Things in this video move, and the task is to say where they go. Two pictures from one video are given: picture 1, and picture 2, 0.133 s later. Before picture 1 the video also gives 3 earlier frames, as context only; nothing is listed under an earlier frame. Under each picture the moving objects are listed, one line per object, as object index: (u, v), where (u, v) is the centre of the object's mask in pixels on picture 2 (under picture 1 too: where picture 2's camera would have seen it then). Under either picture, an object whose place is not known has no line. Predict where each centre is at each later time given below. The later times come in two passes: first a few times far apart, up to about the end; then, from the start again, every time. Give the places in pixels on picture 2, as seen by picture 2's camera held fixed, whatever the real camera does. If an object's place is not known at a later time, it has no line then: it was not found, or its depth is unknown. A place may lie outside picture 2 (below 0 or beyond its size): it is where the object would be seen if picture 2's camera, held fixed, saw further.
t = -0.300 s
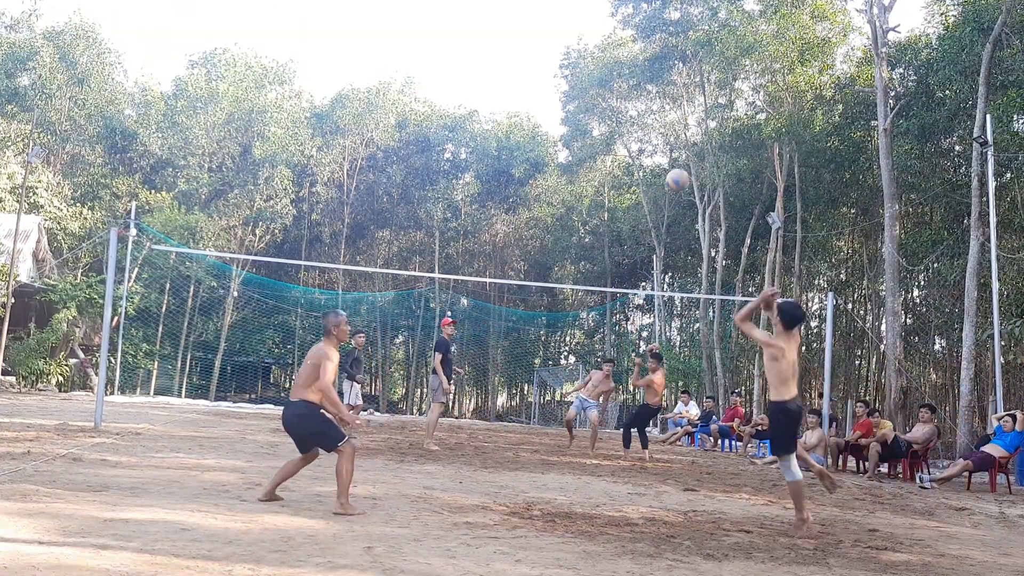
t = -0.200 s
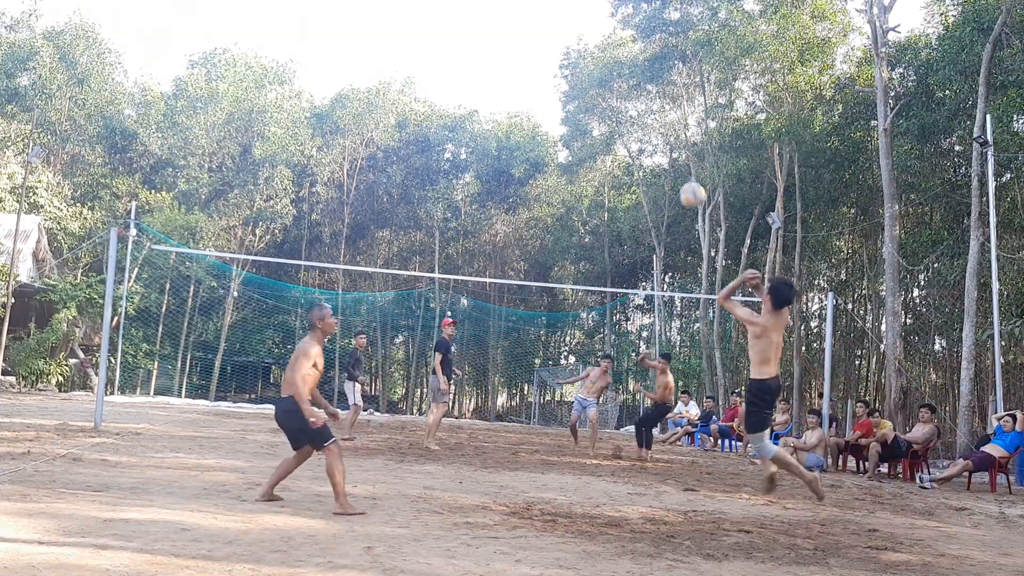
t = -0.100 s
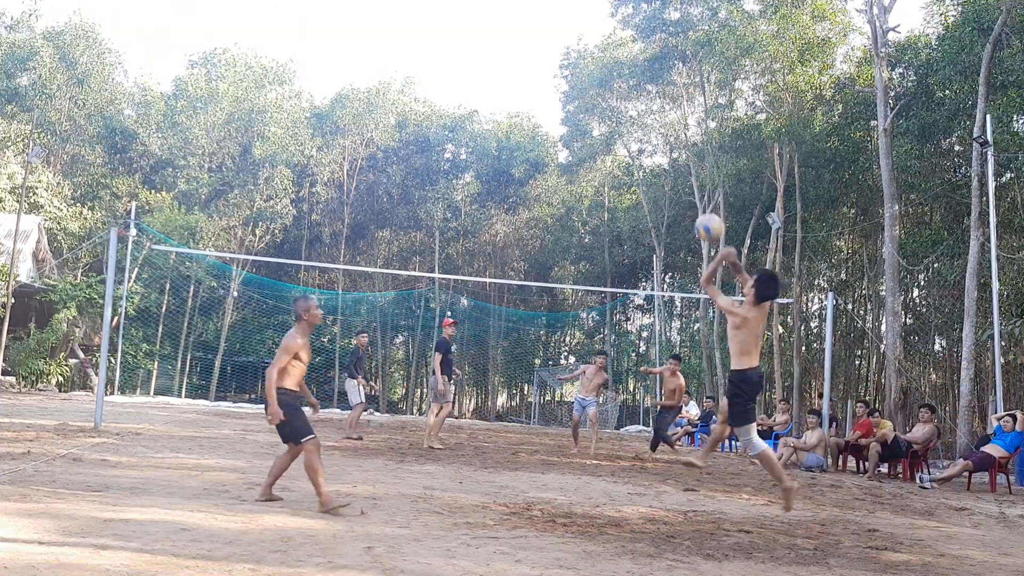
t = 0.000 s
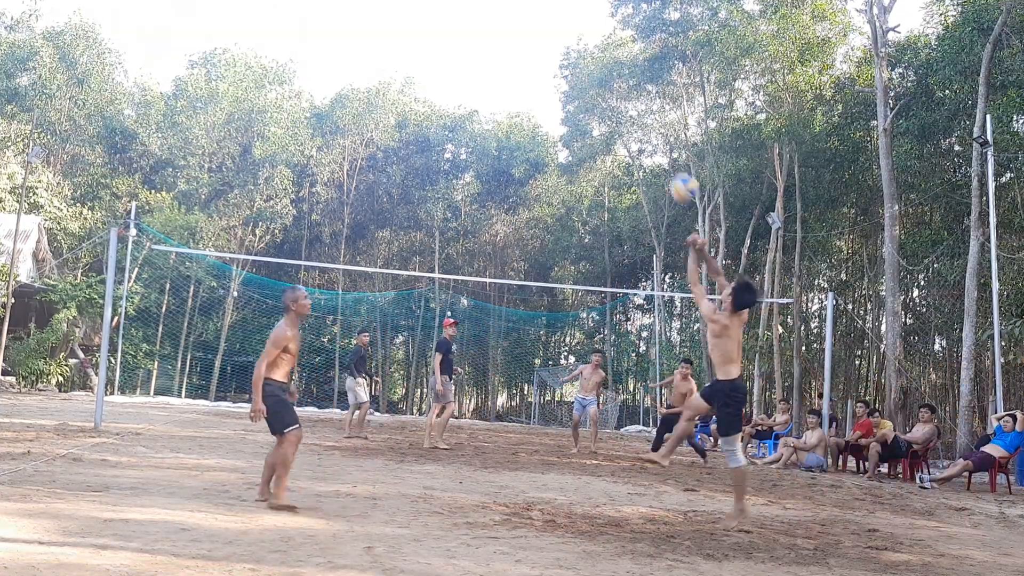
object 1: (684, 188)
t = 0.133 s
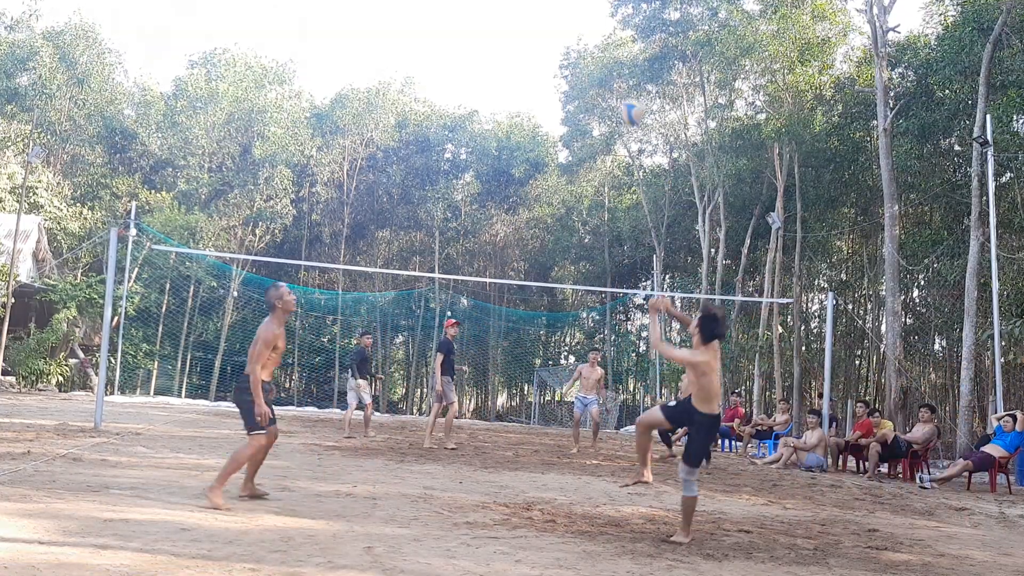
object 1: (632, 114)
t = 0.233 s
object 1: (596, 72)
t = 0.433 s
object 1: (530, 34)
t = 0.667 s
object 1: (463, 45)
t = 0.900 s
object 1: (400, 106)
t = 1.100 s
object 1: (349, 194)
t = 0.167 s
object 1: (619, 97)
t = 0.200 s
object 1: (609, 84)
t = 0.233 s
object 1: (596, 72)
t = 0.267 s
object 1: (585, 62)
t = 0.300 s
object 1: (574, 54)
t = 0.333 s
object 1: (563, 48)
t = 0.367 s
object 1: (552, 42)
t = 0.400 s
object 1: (541, 37)
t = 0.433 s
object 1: (530, 34)
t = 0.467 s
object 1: (520, 33)
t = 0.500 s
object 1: (510, 32)
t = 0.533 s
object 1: (501, 33)
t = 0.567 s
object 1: (491, 34)
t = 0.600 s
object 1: (481, 37)
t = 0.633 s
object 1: (472, 40)
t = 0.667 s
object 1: (463, 45)
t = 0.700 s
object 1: (453, 51)
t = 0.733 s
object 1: (444, 58)
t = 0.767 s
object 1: (435, 66)
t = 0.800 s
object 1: (425, 75)
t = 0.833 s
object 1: (417, 84)
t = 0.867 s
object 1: (409, 95)
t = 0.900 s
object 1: (400, 106)
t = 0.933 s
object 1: (392, 119)
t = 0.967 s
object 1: (384, 131)
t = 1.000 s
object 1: (374, 146)
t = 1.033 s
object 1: (366, 161)
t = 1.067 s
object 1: (358, 177)
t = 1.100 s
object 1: (349, 194)
